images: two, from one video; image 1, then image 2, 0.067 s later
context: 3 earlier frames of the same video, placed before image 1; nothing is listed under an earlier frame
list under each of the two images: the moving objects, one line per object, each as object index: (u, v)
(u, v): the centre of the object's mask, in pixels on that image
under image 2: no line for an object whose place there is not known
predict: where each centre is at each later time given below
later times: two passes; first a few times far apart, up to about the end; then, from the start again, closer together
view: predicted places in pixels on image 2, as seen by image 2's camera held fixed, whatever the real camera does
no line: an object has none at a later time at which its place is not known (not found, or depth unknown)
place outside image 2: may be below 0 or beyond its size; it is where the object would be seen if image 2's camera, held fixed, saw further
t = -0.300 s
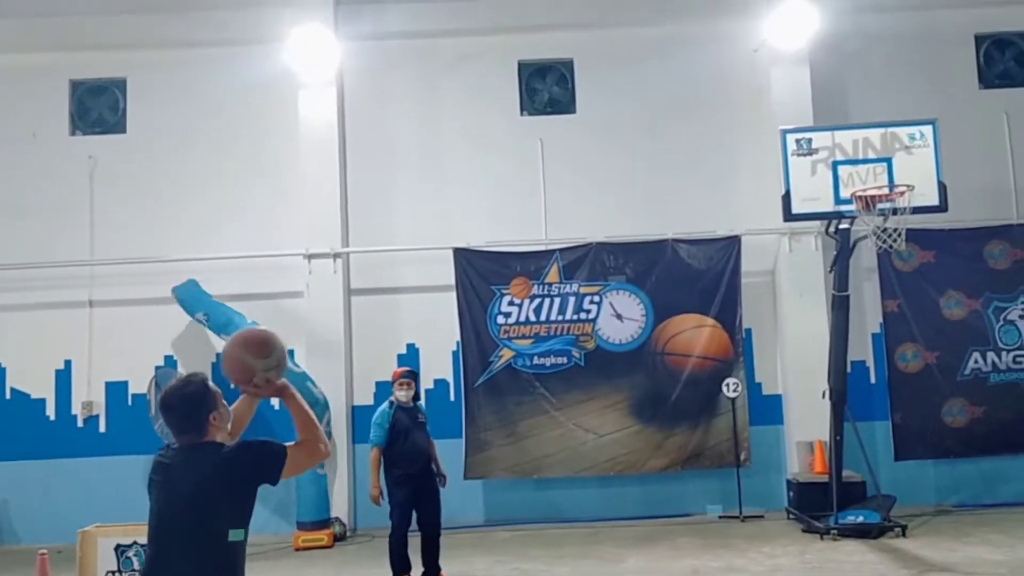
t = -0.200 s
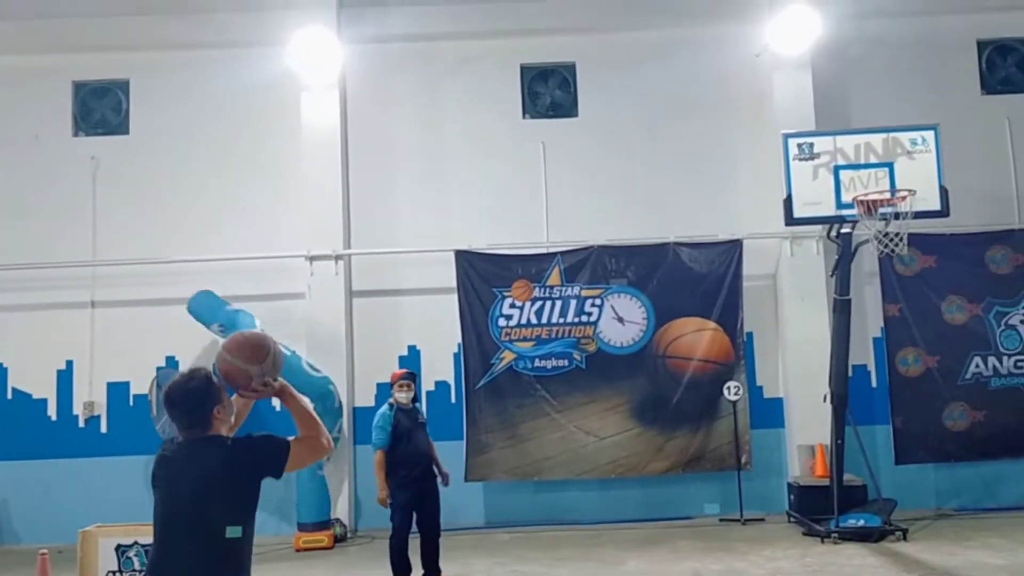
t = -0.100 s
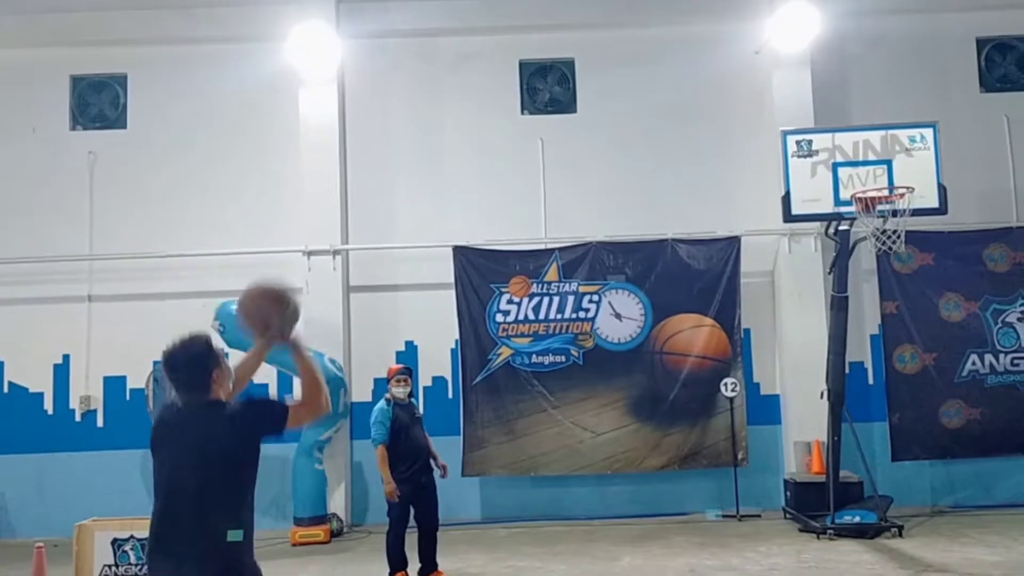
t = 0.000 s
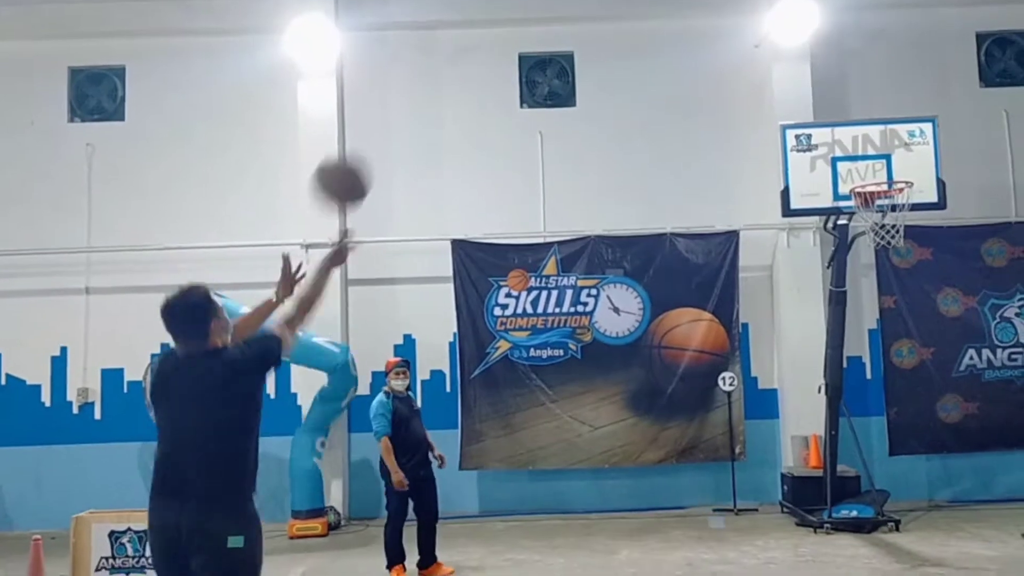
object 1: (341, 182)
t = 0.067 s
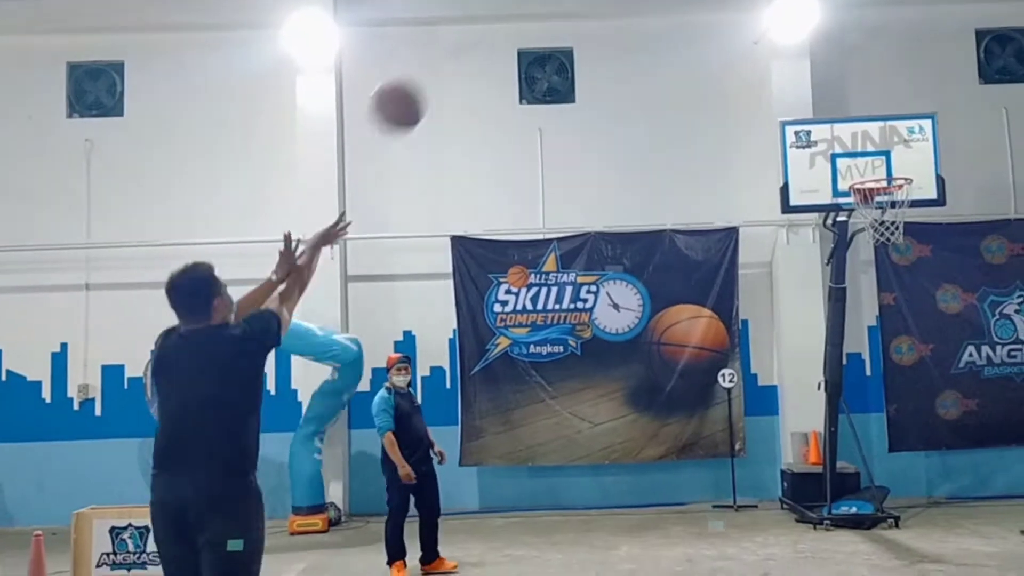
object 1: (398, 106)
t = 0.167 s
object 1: (476, 28)
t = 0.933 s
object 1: (812, 91)
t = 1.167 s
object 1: (866, 153)
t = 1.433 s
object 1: (907, 135)
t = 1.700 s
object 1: (958, 185)
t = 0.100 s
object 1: (425, 77)
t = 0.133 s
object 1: (450, 52)
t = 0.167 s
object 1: (476, 28)
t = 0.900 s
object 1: (801, 73)
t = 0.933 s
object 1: (812, 91)
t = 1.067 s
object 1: (852, 165)
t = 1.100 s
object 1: (857, 166)
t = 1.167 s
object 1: (866, 153)
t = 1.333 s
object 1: (888, 138)
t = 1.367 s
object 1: (895, 135)
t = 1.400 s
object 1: (901, 134)
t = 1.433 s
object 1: (907, 135)
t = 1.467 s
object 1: (912, 137)
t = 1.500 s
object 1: (918, 140)
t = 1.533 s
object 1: (925, 144)
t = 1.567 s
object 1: (932, 150)
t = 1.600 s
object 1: (938, 156)
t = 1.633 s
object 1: (944, 164)
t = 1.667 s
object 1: (951, 174)
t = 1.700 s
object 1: (958, 185)
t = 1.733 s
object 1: (965, 197)
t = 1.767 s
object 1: (974, 212)
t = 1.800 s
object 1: (982, 229)
